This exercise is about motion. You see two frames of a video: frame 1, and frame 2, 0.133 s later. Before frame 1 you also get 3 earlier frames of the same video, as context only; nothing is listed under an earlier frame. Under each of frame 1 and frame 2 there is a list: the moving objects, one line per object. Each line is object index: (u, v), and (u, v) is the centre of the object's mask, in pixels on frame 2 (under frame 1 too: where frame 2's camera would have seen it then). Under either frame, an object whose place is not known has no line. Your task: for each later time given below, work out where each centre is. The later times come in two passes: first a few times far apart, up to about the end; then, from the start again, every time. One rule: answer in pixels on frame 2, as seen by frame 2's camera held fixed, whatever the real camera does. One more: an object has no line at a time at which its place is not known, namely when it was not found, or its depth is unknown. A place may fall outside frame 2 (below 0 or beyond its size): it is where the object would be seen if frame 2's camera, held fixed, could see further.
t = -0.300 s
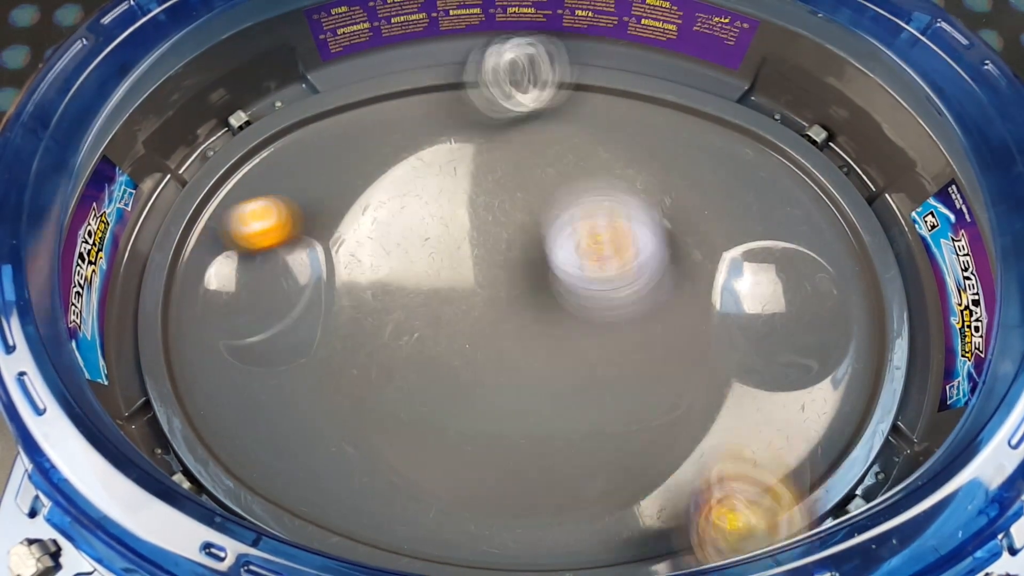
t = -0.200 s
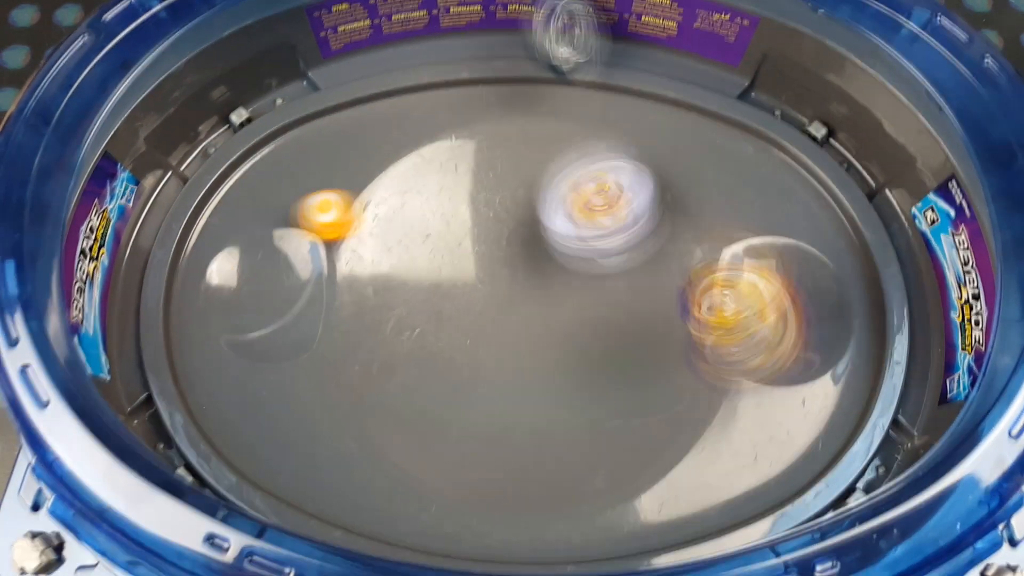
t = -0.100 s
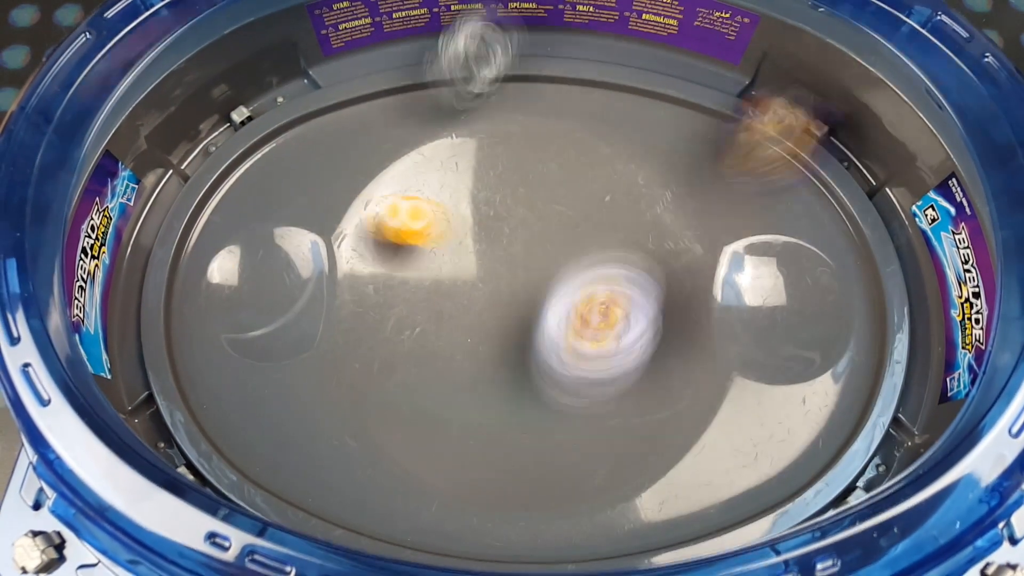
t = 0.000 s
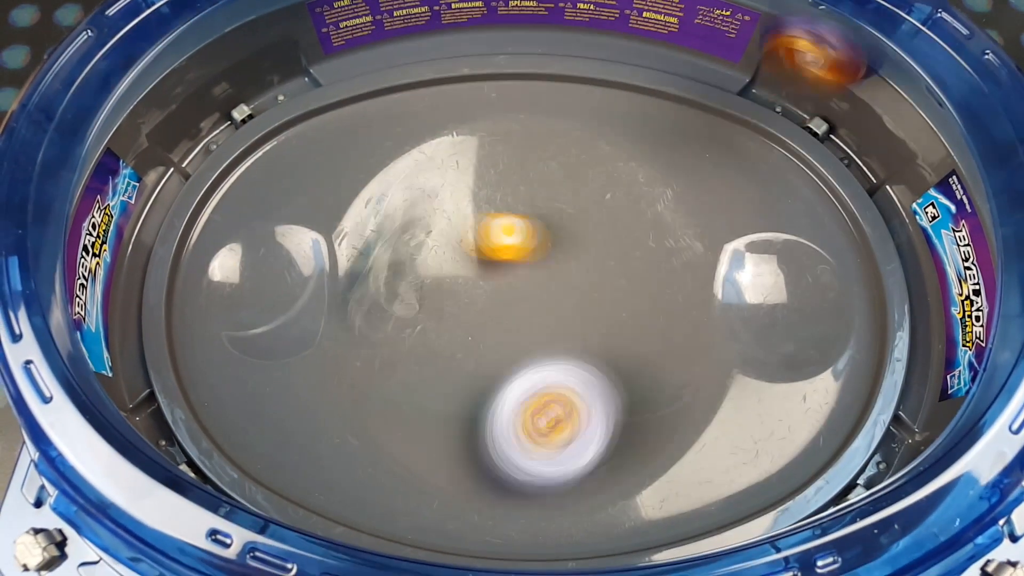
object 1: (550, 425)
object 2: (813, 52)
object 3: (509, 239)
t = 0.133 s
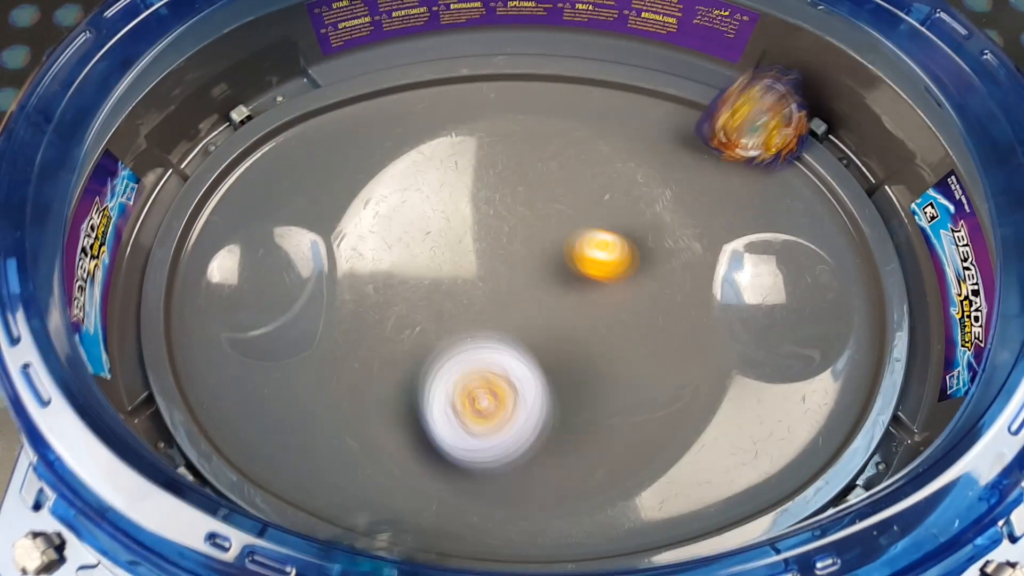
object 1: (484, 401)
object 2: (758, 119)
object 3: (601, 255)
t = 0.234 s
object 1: (455, 343)
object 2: (712, 178)
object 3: (644, 273)
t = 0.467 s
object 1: (460, 221)
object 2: (513, 310)
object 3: (737, 449)
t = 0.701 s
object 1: (482, 178)
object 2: (428, 345)
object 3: (693, 383)
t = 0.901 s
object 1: (423, 210)
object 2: (479, 341)
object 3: (570, 327)
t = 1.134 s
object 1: (421, 264)
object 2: (504, 370)
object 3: (608, 365)
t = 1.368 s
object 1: (461, 337)
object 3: (604, 346)
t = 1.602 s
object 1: (507, 375)
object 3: (645, 304)
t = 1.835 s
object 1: (565, 370)
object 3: (614, 256)
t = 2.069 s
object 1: (567, 345)
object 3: (599, 220)
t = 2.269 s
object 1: (536, 326)
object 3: (594, 213)
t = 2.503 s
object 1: (479, 295)
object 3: (594, 213)
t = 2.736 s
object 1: (459, 260)
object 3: (594, 214)
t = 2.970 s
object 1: (487, 320)
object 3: (609, 247)
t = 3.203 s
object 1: (526, 360)
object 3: (609, 249)
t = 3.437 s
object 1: (583, 364)
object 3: (604, 250)
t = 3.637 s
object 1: (586, 320)
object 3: (591, 243)
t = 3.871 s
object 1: (560, 320)
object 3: (546, 202)
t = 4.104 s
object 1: (541, 338)
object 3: (562, 269)
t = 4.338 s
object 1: (548, 314)
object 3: (551, 226)
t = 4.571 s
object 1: (537, 310)
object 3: (549, 246)
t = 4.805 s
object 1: (537, 310)
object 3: (548, 246)
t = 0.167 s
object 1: (474, 382)
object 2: (745, 130)
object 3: (620, 259)
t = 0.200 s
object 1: (463, 363)
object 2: (724, 162)
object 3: (633, 266)
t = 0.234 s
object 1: (455, 343)
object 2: (712, 178)
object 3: (644, 273)
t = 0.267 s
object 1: (450, 322)
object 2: (695, 196)
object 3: (653, 281)
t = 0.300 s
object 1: (446, 302)
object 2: (675, 221)
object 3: (659, 290)
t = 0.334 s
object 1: (446, 283)
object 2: (646, 252)
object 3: (663, 308)
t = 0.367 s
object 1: (448, 266)
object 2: (615, 285)
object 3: (681, 344)
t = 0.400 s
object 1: (451, 250)
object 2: (581, 289)
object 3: (700, 371)
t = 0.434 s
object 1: (456, 233)
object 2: (549, 297)
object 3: (719, 411)
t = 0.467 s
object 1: (460, 221)
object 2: (513, 310)
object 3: (737, 449)
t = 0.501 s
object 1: (464, 207)
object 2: (499, 329)
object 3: (751, 477)
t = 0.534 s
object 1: (469, 197)
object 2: (484, 348)
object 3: (748, 480)
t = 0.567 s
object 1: (477, 189)
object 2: (470, 357)
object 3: (733, 462)
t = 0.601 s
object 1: (486, 183)
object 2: (457, 358)
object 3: (722, 442)
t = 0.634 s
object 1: (496, 179)
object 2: (442, 357)
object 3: (713, 423)
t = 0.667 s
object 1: (501, 177)
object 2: (434, 353)
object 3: (706, 402)
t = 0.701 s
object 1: (482, 178)
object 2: (428, 345)
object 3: (693, 383)
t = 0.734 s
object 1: (459, 182)
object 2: (433, 330)
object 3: (675, 369)
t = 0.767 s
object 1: (448, 188)
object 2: (446, 320)
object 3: (647, 356)
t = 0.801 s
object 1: (441, 195)
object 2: (455, 316)
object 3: (617, 347)
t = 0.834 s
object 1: (436, 203)
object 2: (459, 314)
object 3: (584, 339)
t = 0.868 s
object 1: (431, 211)
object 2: (469, 317)
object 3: (559, 334)
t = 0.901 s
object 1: (423, 210)
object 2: (479, 341)
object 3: (570, 327)
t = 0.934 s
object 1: (420, 209)
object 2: (484, 351)
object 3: (593, 328)
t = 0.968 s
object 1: (419, 211)
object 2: (490, 362)
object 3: (615, 336)
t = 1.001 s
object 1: (419, 216)
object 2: (493, 373)
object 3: (627, 345)
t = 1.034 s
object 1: (418, 226)
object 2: (495, 374)
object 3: (636, 353)
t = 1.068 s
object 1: (418, 237)
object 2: (499, 374)
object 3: (631, 360)
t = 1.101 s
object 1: (419, 251)
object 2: (501, 374)
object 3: (623, 361)
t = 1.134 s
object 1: (421, 264)
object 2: (504, 370)
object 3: (608, 365)
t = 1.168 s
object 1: (427, 278)
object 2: (505, 368)
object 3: (591, 360)
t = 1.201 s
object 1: (433, 291)
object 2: (502, 366)
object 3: (575, 354)
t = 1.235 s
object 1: (439, 300)
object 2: (501, 367)
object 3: (572, 347)
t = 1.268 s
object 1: (446, 312)
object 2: (504, 370)
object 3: (572, 345)
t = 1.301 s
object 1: (450, 321)
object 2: (518, 376)
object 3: (585, 346)
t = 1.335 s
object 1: (453, 330)
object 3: (595, 346)
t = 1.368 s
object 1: (461, 337)
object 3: (604, 346)
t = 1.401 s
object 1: (466, 342)
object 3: (607, 344)
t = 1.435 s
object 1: (469, 348)
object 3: (609, 340)
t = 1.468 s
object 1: (476, 355)
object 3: (610, 334)
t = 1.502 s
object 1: (483, 362)
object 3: (618, 327)
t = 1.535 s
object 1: (489, 368)
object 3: (633, 317)
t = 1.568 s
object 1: (496, 375)
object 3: (642, 311)
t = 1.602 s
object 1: (507, 375)
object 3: (645, 304)
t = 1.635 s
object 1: (517, 377)
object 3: (643, 297)
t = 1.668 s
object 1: (528, 377)
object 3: (636, 290)
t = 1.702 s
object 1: (537, 376)
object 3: (627, 285)
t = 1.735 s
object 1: (545, 378)
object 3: (621, 274)
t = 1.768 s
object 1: (551, 375)
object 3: (618, 264)
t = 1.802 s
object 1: (559, 372)
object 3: (616, 261)
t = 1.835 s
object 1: (565, 370)
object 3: (614, 256)
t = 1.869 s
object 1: (568, 367)
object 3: (613, 251)
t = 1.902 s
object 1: (571, 366)
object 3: (615, 243)
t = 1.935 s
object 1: (571, 360)
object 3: (614, 238)
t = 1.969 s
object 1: (572, 355)
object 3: (611, 235)
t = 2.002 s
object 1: (572, 353)
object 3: (609, 226)
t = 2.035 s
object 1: (569, 347)
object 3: (605, 221)
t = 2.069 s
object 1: (567, 345)
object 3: (599, 220)
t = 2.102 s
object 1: (563, 339)
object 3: (597, 221)
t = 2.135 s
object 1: (559, 336)
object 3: (595, 219)
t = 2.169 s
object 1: (556, 337)
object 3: (595, 215)
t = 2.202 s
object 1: (549, 336)
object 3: (594, 216)
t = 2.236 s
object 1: (545, 329)
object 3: (594, 215)
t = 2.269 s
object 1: (536, 326)
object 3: (594, 213)
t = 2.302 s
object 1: (526, 324)
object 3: (594, 213)
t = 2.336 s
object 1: (519, 322)
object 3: (594, 213)
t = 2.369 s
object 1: (511, 318)
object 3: (594, 213)
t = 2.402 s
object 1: (503, 313)
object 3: (594, 213)
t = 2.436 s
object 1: (493, 307)
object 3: (594, 213)
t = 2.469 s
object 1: (486, 302)
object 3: (594, 213)
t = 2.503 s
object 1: (479, 295)
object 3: (594, 213)
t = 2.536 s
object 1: (471, 288)
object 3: (594, 213)
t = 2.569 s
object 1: (467, 281)
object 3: (594, 213)
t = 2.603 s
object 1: (462, 273)
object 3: (594, 213)
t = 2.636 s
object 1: (459, 266)
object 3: (594, 213)
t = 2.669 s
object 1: (460, 259)
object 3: (594, 213)
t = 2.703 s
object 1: (462, 256)
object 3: (594, 214)
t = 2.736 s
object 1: (459, 260)
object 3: (594, 214)
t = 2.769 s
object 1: (461, 270)
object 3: (597, 216)
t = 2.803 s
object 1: (462, 281)
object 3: (602, 220)
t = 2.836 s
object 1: (467, 289)
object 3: (602, 227)
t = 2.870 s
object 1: (472, 298)
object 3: (600, 235)
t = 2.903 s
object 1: (476, 304)
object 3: (602, 239)
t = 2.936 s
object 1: (481, 313)
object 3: (607, 243)
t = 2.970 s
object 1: (487, 320)
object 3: (609, 247)
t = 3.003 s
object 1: (491, 325)
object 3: (609, 250)
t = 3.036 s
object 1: (494, 331)
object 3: (609, 250)
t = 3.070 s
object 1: (498, 335)
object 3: (609, 251)
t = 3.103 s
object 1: (503, 341)
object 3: (609, 250)
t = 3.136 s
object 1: (511, 347)
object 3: (610, 249)
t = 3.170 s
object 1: (518, 355)
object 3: (609, 249)
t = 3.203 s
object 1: (526, 360)
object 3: (609, 249)
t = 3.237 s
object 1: (532, 362)
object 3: (609, 249)
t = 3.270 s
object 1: (539, 360)
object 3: (609, 249)
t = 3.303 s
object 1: (546, 357)
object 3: (609, 249)
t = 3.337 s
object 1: (557, 353)
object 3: (609, 247)
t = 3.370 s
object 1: (568, 360)
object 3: (608, 247)
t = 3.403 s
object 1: (577, 364)
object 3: (605, 249)
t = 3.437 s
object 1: (583, 364)
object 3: (604, 250)
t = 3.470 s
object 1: (584, 360)
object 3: (601, 251)
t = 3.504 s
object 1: (582, 354)
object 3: (600, 252)
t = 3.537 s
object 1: (582, 346)
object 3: (600, 252)
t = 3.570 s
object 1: (581, 339)
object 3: (599, 253)
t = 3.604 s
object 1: (585, 331)
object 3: (597, 251)
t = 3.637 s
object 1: (586, 320)
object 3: (591, 243)
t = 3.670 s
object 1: (587, 317)
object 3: (587, 226)
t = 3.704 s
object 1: (586, 314)
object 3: (578, 210)
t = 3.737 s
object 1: (584, 315)
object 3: (570, 196)
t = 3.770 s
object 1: (582, 314)
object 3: (561, 189)
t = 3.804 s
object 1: (575, 311)
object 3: (554, 188)
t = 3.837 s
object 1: (565, 317)
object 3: (548, 194)
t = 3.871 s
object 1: (560, 320)
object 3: (546, 202)
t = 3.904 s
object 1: (554, 329)
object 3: (548, 211)
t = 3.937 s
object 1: (553, 328)
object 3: (554, 219)
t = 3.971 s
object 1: (543, 331)
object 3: (559, 228)
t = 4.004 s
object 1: (541, 338)
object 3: (561, 238)
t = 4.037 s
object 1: (536, 336)
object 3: (562, 250)
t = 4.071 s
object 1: (538, 337)
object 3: (562, 263)
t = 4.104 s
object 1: (541, 338)
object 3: (562, 269)
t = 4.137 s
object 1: (539, 336)
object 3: (566, 258)
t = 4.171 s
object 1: (540, 337)
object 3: (566, 243)
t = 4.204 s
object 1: (541, 333)
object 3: (562, 235)
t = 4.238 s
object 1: (538, 331)
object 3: (556, 232)
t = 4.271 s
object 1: (539, 325)
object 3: (554, 229)
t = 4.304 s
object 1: (544, 320)
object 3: (554, 226)
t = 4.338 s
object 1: (548, 314)
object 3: (551, 226)
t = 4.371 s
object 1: (547, 311)
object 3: (549, 229)
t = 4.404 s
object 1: (542, 311)
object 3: (549, 233)
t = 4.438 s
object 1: (539, 311)
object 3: (549, 236)
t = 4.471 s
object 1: (537, 310)
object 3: (549, 239)
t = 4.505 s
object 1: (537, 310)
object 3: (548, 242)
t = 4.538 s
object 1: (537, 310)
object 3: (548, 244)
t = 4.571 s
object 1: (537, 310)
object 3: (549, 246)
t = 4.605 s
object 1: (537, 310)
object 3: (549, 246)
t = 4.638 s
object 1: (537, 310)
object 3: (550, 246)
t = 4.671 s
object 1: (537, 310)
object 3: (550, 246)
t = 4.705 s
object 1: (537, 310)
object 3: (550, 246)
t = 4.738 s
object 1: (537, 310)
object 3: (549, 246)
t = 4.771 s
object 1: (537, 310)
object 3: (548, 246)
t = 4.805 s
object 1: (537, 310)
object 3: (548, 246)
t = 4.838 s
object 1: (537, 310)
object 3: (548, 246)
